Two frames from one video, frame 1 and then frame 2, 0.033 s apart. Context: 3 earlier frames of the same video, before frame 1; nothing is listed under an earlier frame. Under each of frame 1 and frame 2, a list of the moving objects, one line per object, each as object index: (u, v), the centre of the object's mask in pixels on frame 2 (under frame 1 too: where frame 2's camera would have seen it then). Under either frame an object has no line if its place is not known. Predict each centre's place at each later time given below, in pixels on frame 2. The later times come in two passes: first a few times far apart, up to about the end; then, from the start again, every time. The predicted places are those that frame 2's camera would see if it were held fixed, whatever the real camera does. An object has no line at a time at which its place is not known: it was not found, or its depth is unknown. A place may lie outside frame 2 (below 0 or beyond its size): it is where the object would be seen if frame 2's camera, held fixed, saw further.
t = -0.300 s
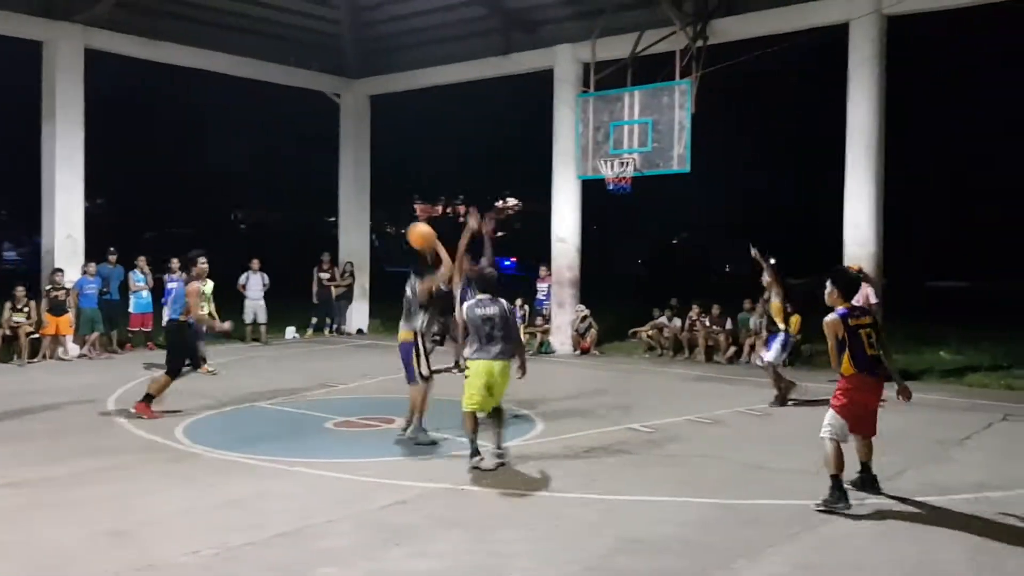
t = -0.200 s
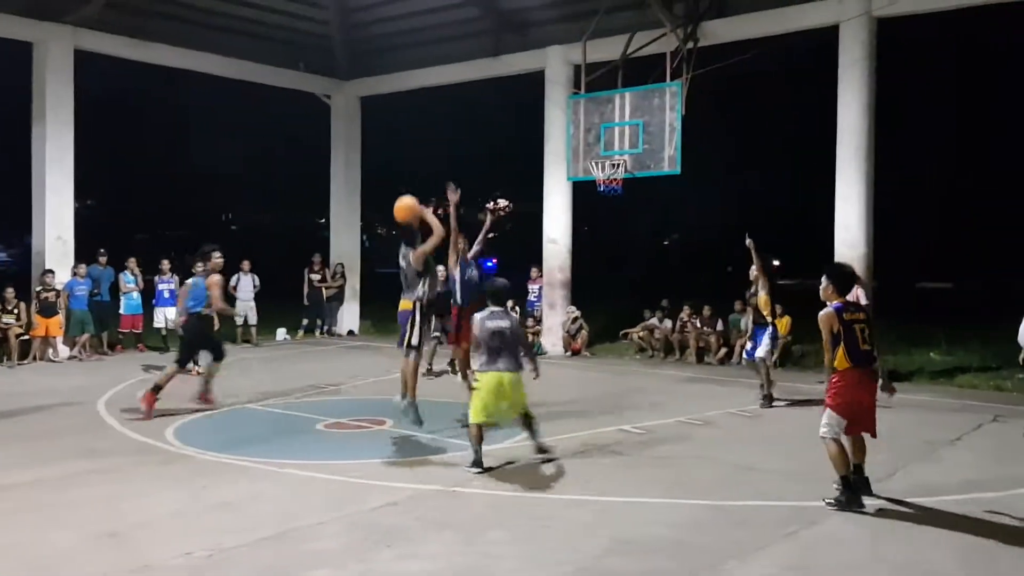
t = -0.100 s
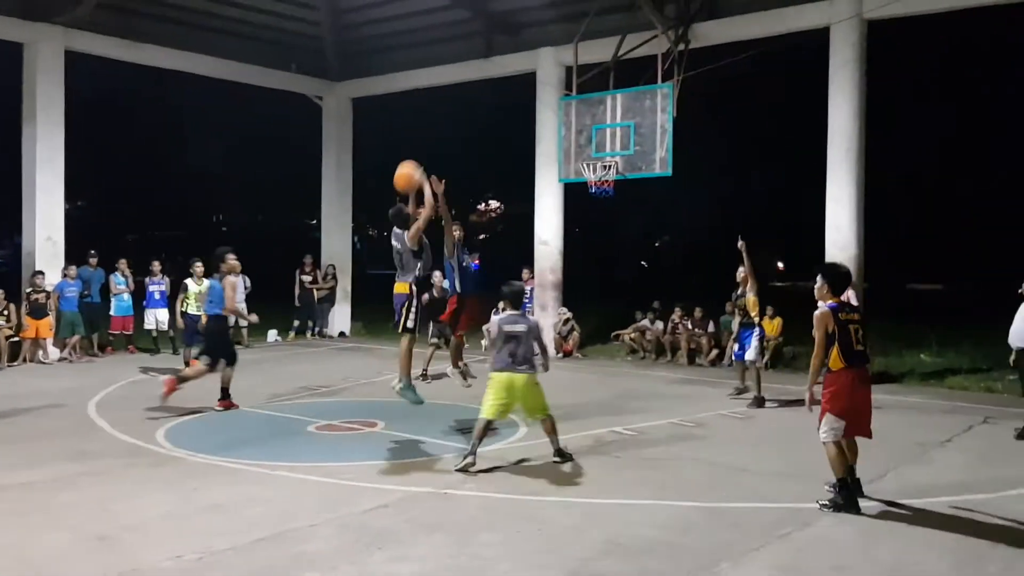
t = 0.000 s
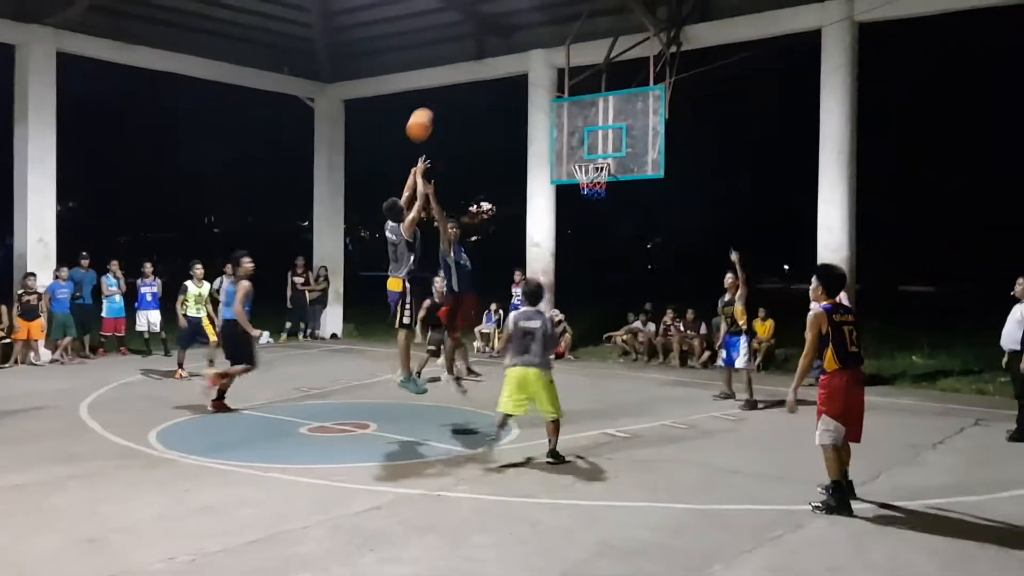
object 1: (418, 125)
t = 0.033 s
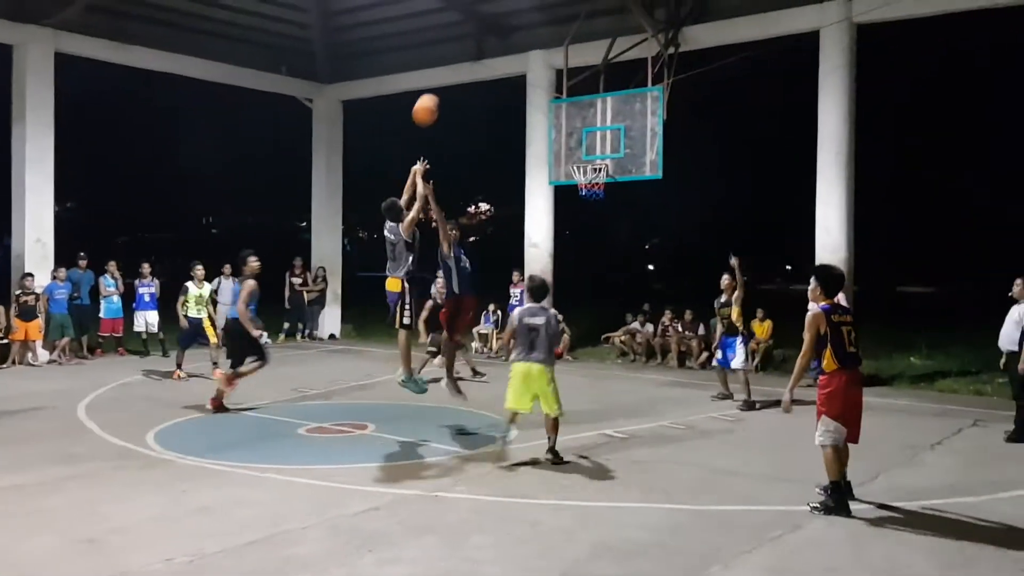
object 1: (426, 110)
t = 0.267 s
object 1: (473, 39)
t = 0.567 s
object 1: (518, 30)
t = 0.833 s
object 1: (551, 80)
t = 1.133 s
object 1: (576, 150)
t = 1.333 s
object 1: (575, 145)
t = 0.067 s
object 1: (433, 96)
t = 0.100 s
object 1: (441, 83)
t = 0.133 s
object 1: (448, 69)
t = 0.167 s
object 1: (454, 60)
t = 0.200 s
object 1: (460, 51)
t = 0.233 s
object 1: (467, 45)
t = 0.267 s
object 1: (473, 39)
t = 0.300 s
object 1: (478, 33)
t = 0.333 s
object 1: (483, 30)
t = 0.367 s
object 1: (489, 27)
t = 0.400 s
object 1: (494, 24)
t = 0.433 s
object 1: (500, 24)
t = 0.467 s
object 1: (505, 24)
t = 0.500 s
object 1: (509, 25)
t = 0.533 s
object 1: (514, 27)
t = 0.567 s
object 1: (518, 30)
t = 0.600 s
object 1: (523, 33)
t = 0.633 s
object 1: (527, 38)
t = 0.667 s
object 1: (531, 43)
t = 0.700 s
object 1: (536, 49)
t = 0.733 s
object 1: (540, 56)
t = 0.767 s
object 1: (544, 63)
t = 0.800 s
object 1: (548, 72)
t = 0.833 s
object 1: (551, 80)
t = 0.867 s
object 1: (555, 90)
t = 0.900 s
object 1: (558, 100)
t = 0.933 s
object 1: (562, 111)
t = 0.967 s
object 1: (565, 123)
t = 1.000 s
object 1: (568, 134)
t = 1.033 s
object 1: (571, 147)
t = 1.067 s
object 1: (575, 157)
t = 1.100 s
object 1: (575, 153)
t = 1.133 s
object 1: (576, 150)
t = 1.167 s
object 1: (576, 148)
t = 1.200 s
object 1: (576, 147)
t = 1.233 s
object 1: (576, 146)
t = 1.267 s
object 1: (576, 145)
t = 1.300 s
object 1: (577, 146)
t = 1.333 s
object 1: (575, 145)
